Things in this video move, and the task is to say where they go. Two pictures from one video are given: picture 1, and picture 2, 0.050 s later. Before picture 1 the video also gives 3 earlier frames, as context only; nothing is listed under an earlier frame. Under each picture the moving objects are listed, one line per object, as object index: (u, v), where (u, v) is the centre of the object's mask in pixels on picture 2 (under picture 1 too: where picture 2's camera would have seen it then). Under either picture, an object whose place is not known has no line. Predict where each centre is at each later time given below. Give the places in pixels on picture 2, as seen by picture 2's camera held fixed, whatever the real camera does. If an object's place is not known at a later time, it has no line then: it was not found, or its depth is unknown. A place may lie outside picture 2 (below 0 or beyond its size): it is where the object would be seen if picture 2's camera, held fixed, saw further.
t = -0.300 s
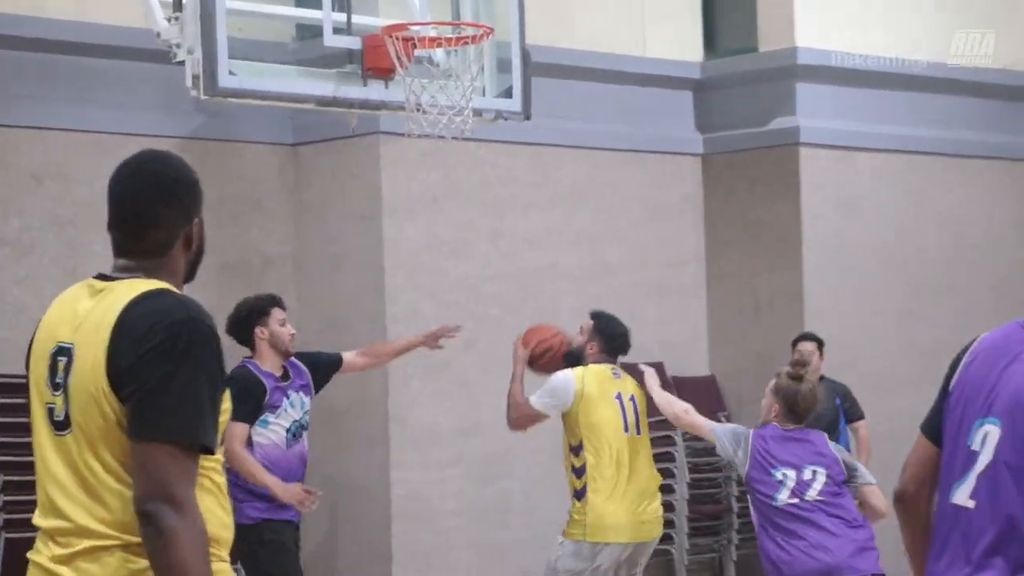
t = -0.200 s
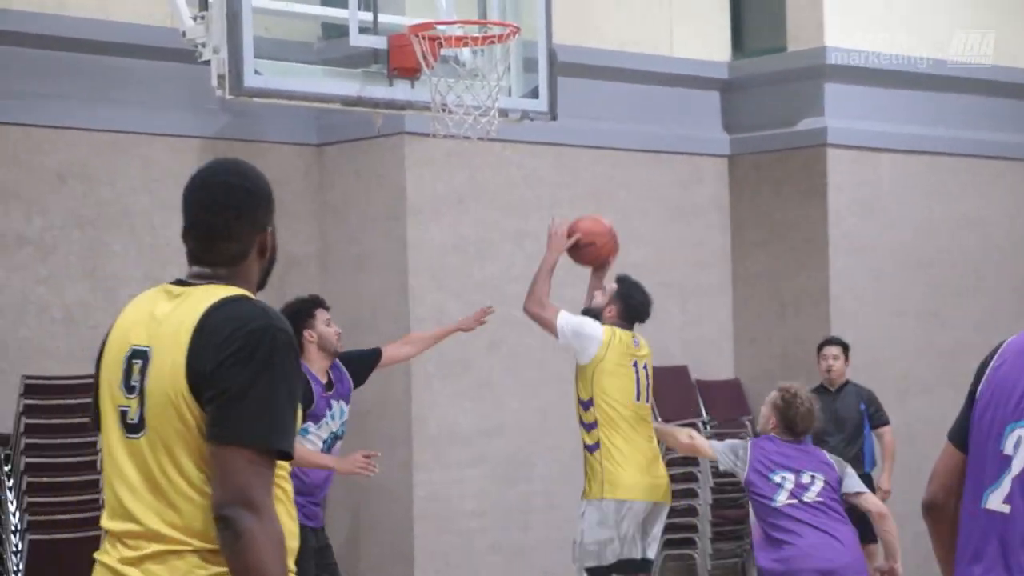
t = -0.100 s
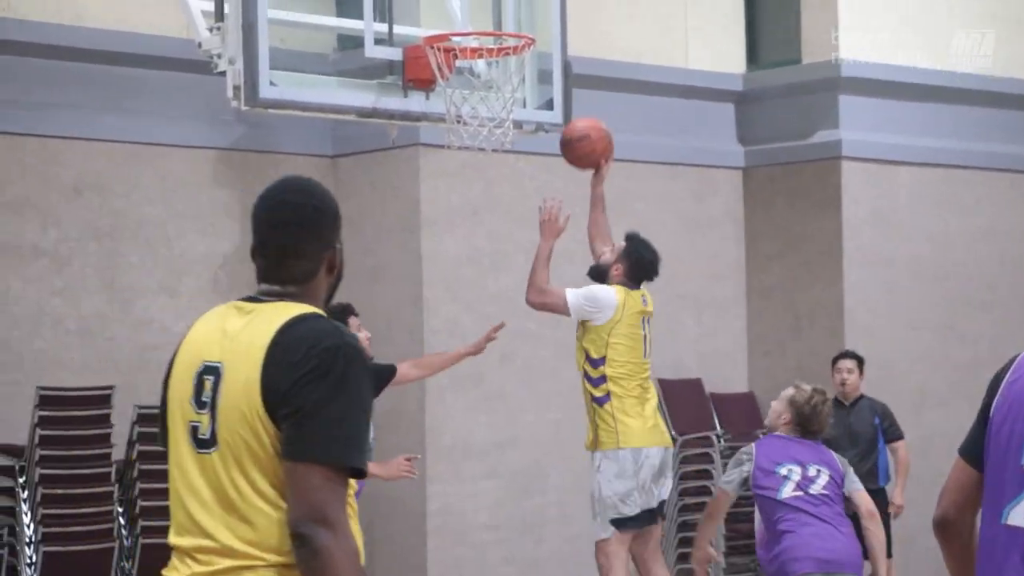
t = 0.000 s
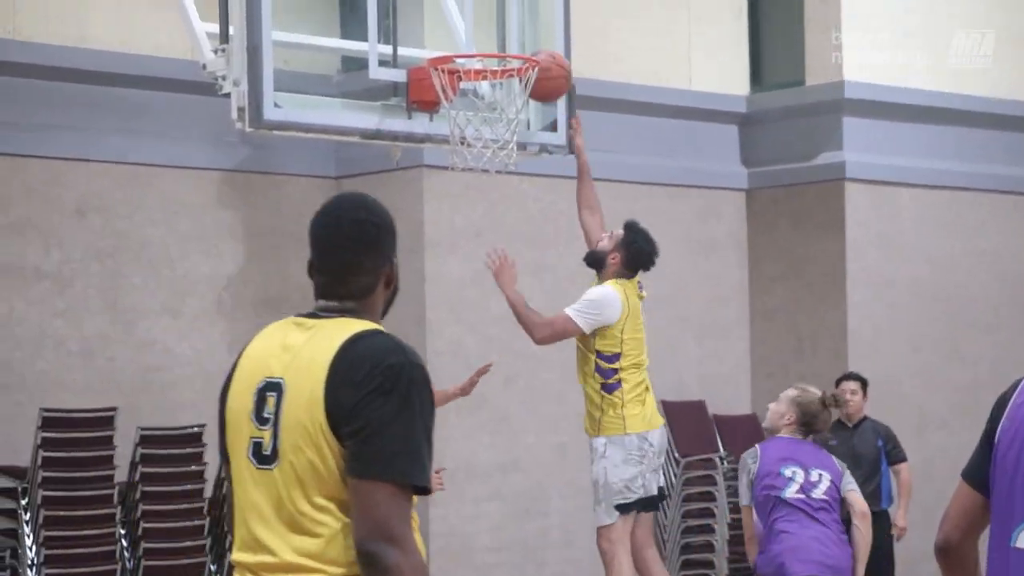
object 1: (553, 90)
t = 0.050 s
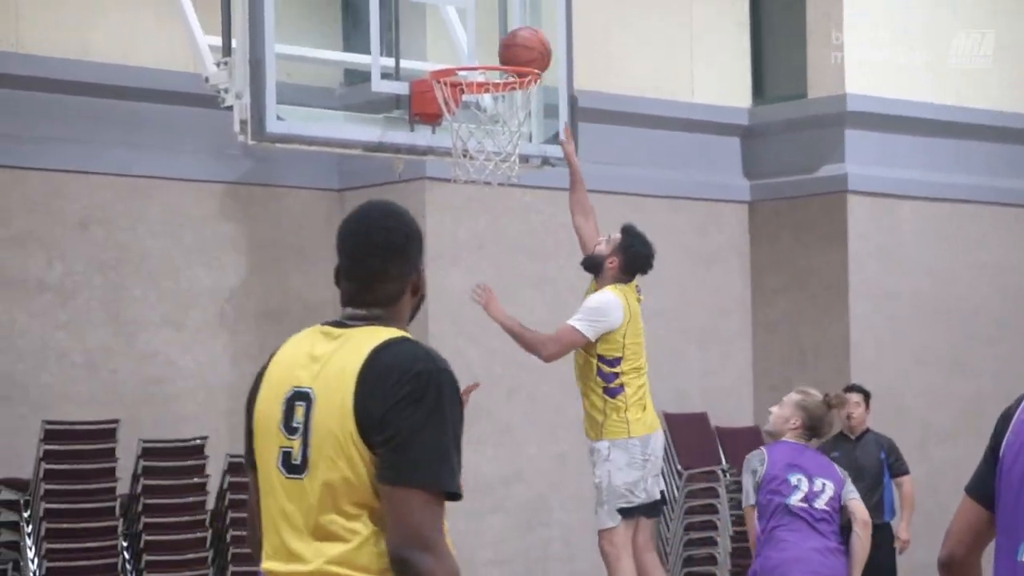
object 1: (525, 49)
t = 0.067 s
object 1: (525, 45)
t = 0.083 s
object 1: (525, 39)
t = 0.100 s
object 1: (525, 33)
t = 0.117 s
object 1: (525, 27)
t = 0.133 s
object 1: (525, 22)
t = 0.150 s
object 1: (526, 17)
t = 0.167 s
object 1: (526, 13)
